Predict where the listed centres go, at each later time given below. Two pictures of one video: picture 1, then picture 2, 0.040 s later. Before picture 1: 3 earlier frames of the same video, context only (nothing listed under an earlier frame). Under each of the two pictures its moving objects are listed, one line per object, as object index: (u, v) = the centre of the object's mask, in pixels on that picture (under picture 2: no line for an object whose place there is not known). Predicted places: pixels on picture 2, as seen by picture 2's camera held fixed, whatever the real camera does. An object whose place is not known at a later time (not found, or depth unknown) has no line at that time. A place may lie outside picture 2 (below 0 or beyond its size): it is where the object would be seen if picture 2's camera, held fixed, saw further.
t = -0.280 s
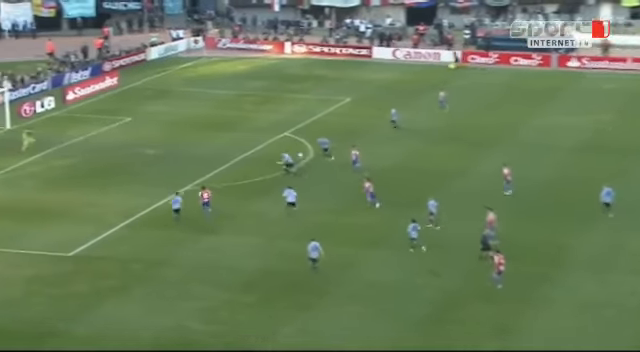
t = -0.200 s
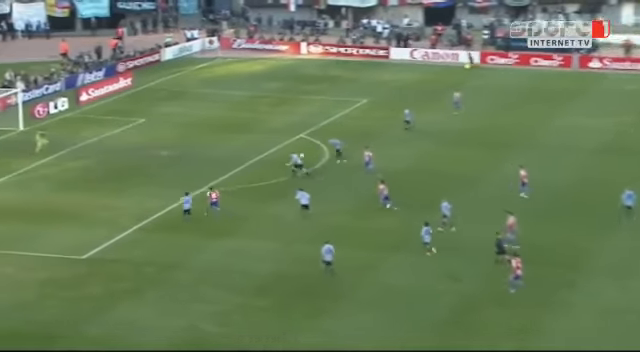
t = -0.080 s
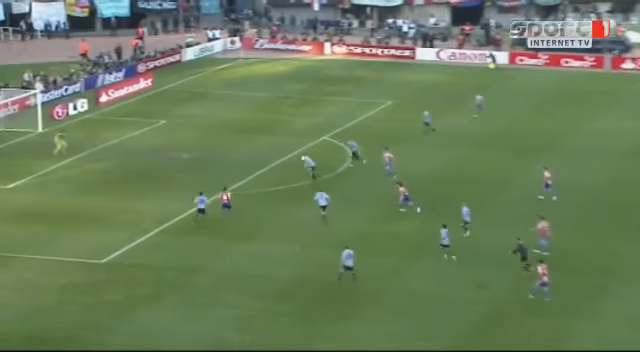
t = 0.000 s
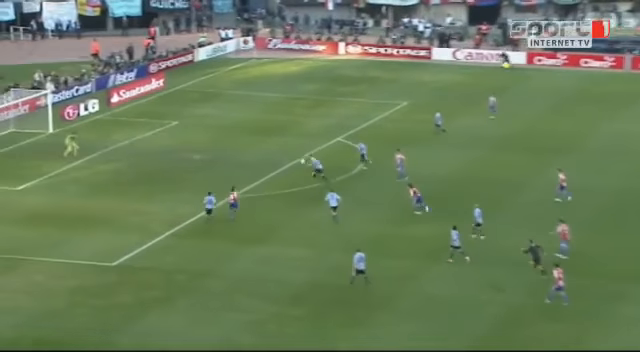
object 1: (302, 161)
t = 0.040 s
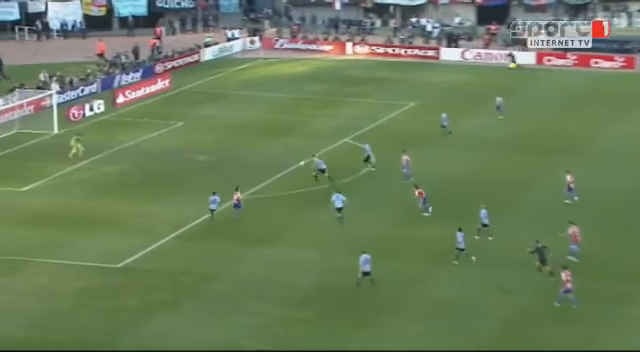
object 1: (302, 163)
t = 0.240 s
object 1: (267, 172)
